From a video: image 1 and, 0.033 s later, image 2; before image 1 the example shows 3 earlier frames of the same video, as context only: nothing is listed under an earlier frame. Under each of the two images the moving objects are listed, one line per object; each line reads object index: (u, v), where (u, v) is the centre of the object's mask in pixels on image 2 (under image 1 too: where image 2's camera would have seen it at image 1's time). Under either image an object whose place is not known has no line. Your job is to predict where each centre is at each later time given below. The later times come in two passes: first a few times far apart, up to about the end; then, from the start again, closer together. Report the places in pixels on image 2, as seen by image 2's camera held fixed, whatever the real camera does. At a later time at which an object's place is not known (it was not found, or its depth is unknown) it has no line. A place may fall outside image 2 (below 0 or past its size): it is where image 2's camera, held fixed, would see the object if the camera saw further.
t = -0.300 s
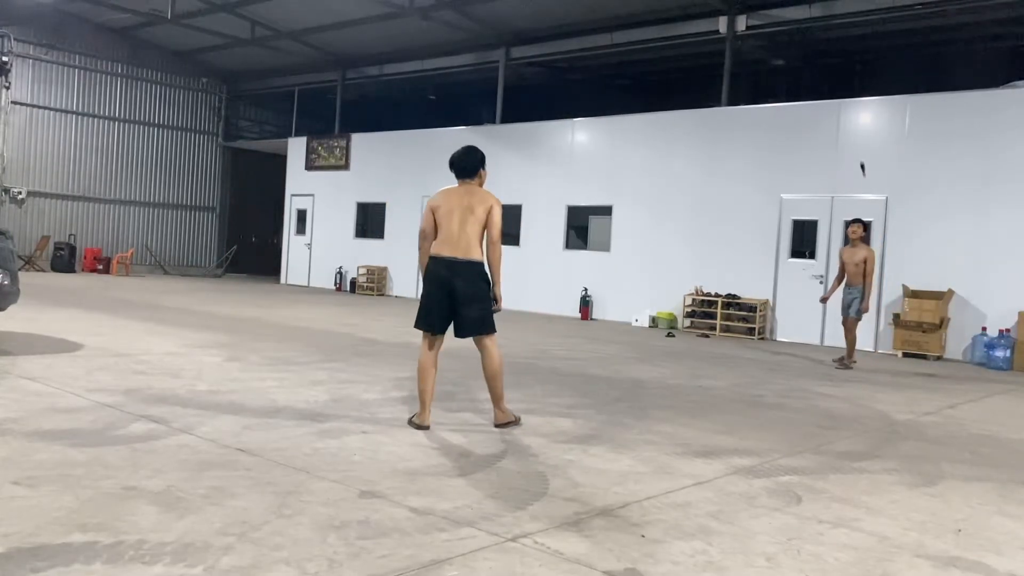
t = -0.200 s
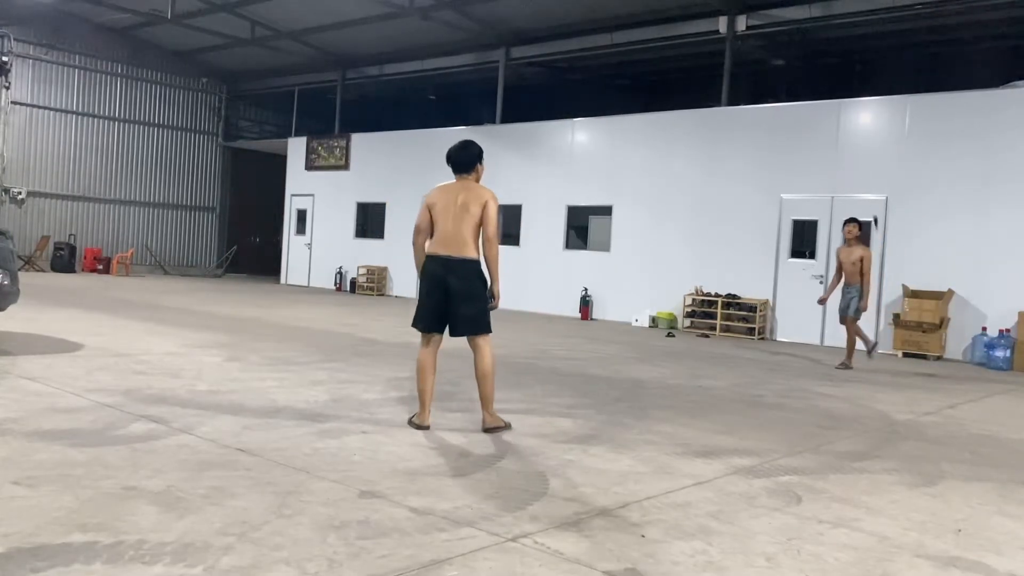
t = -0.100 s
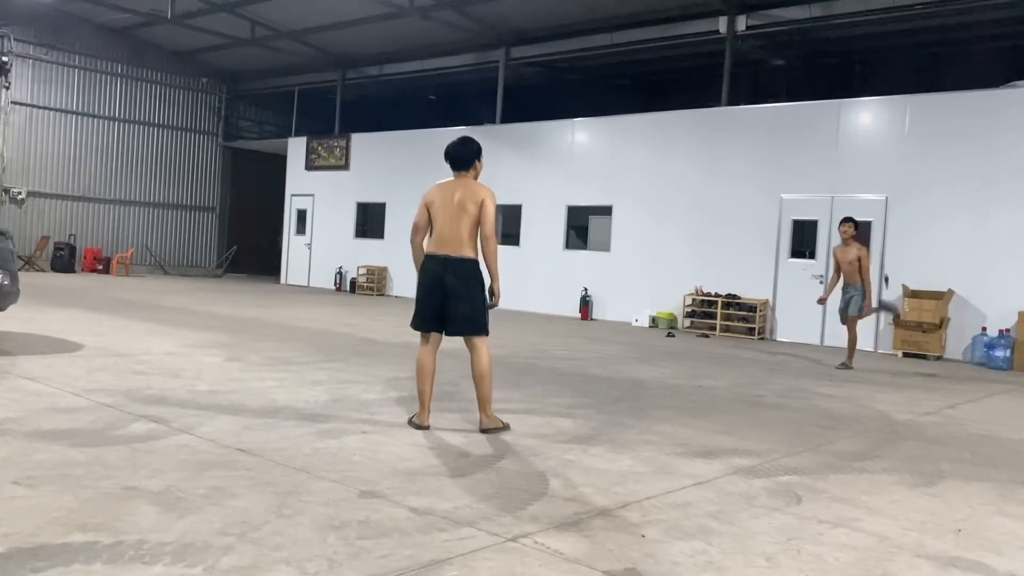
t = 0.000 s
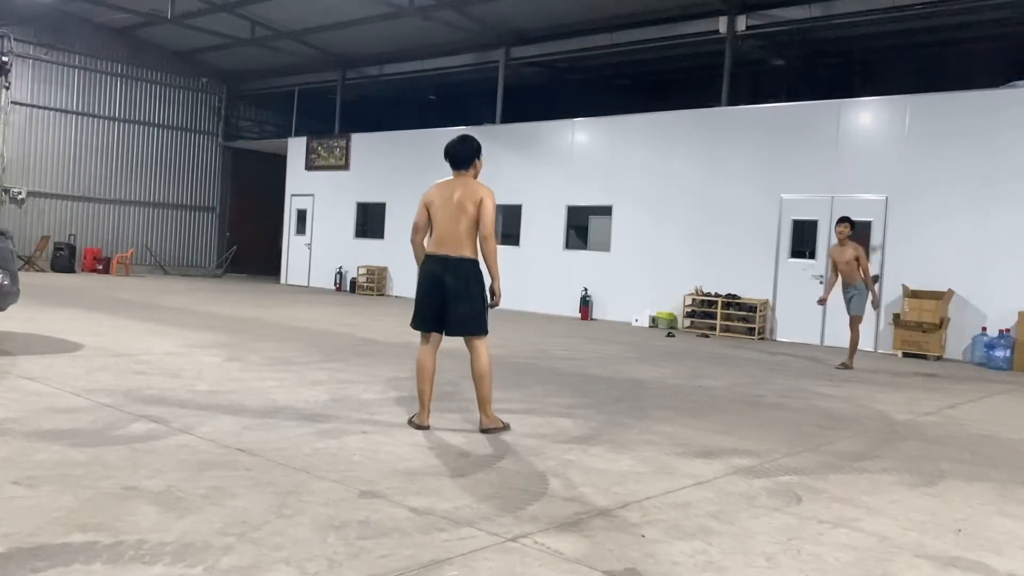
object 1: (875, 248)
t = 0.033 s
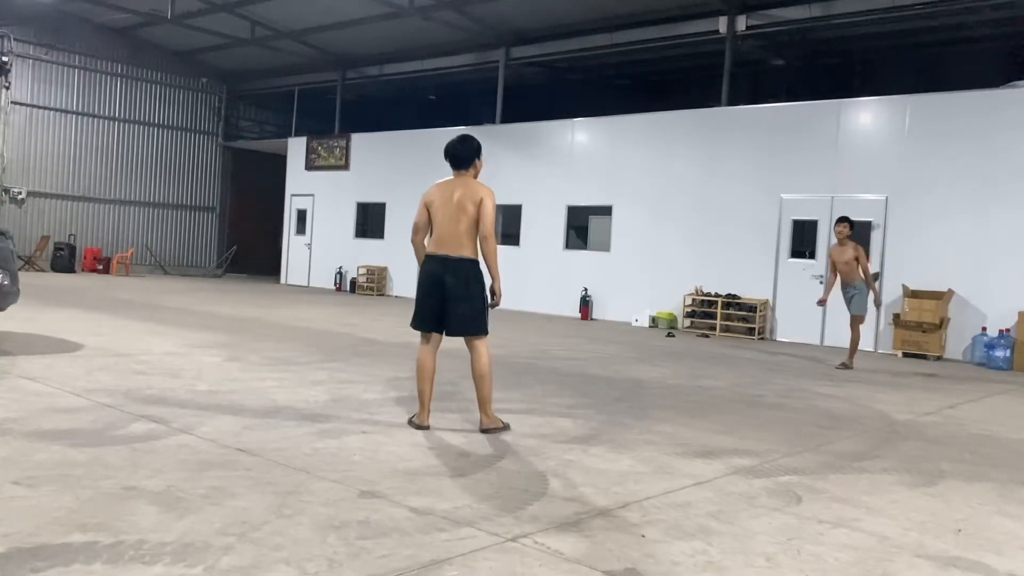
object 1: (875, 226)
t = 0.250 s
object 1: (853, 117)
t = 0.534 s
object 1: (815, 23)
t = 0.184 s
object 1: (863, 151)
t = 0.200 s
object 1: (861, 142)
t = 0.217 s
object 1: (858, 134)
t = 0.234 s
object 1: (856, 125)
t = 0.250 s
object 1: (853, 117)
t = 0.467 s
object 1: (827, 39)
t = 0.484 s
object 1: (823, 35)
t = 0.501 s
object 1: (820, 30)
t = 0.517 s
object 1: (818, 27)
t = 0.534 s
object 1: (815, 23)
